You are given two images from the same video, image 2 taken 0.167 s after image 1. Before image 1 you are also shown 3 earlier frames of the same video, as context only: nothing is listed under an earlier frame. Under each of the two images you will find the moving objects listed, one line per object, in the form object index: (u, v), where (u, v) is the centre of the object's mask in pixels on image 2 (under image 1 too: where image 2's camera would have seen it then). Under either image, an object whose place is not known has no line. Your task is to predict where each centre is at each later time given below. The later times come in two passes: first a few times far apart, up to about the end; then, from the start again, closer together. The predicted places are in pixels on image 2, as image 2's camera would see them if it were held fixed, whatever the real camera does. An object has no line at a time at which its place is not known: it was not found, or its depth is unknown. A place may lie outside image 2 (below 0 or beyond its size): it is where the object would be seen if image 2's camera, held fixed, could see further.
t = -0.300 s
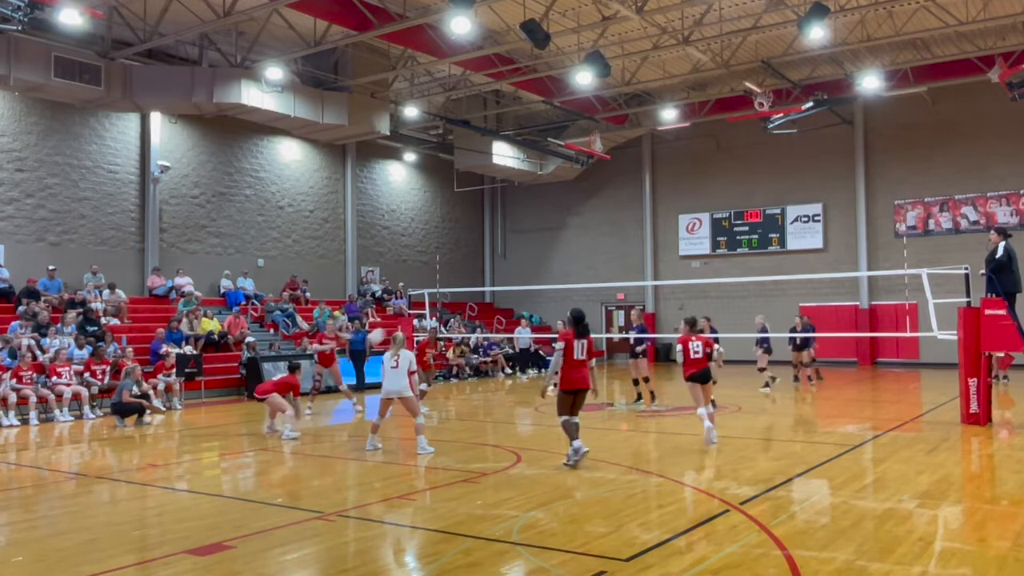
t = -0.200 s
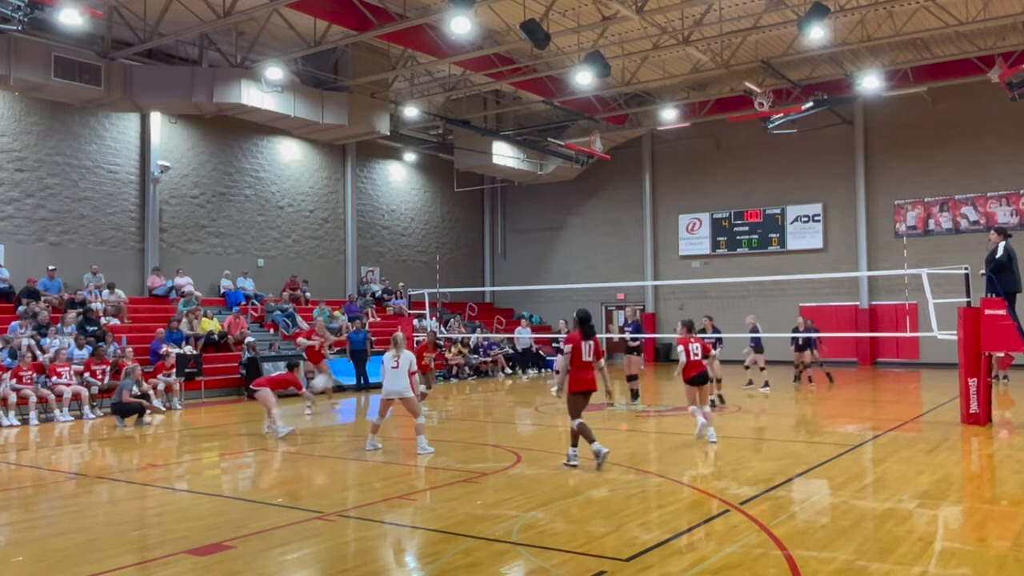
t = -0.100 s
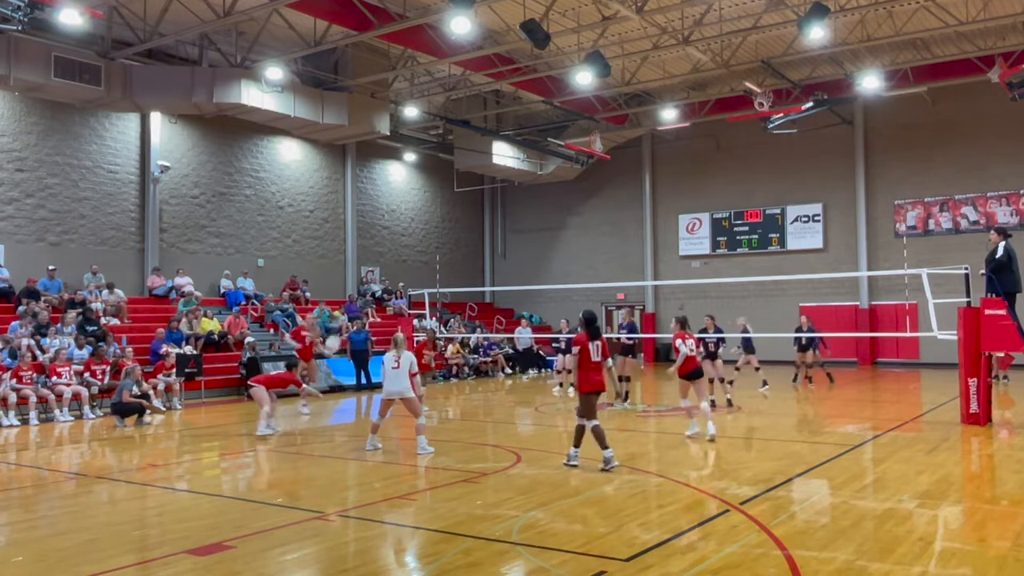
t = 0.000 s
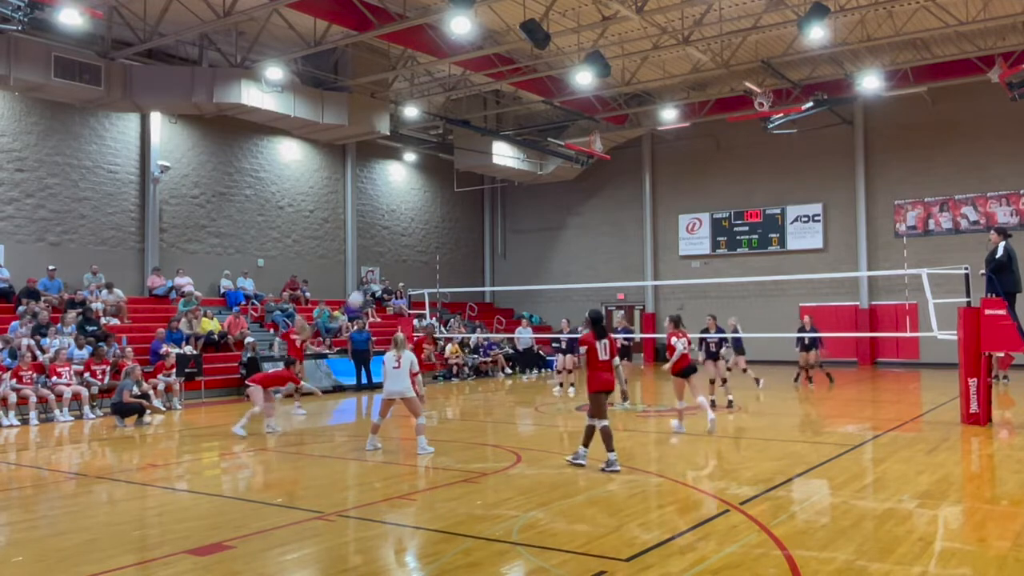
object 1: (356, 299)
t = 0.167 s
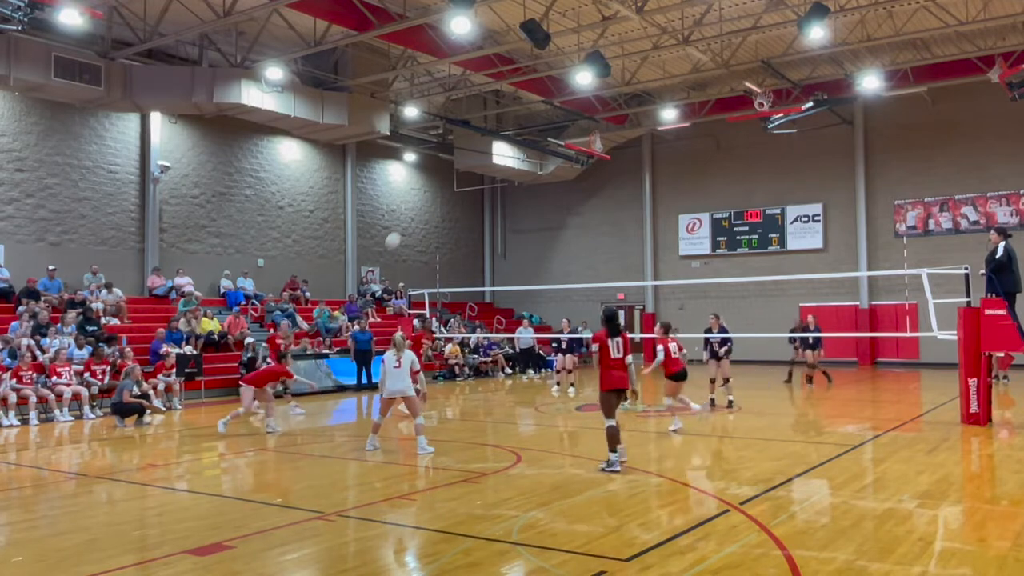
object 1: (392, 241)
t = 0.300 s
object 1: (424, 205)
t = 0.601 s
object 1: (487, 172)
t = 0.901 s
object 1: (551, 195)
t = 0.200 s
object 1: (400, 230)
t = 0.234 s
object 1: (408, 221)
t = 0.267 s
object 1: (416, 212)
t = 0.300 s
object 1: (424, 205)
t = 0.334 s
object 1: (430, 199)
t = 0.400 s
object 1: (444, 189)
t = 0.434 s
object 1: (451, 184)
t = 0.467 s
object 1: (458, 180)
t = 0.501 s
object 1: (465, 177)
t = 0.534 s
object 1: (473, 175)
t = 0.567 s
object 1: (479, 173)
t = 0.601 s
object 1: (487, 172)
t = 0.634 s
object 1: (494, 172)
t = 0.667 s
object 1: (501, 172)
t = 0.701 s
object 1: (508, 173)
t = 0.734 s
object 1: (515, 175)
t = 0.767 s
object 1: (522, 178)
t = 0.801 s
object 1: (530, 181)
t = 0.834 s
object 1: (537, 185)
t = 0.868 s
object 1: (544, 190)
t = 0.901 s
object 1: (551, 195)
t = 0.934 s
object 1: (558, 201)
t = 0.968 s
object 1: (565, 208)
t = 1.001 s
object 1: (573, 215)
